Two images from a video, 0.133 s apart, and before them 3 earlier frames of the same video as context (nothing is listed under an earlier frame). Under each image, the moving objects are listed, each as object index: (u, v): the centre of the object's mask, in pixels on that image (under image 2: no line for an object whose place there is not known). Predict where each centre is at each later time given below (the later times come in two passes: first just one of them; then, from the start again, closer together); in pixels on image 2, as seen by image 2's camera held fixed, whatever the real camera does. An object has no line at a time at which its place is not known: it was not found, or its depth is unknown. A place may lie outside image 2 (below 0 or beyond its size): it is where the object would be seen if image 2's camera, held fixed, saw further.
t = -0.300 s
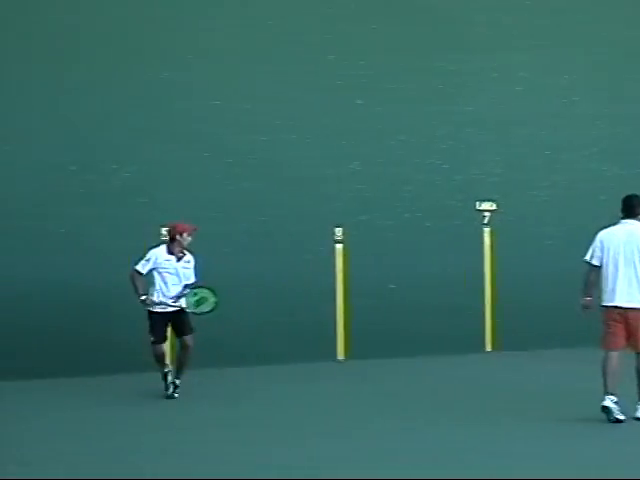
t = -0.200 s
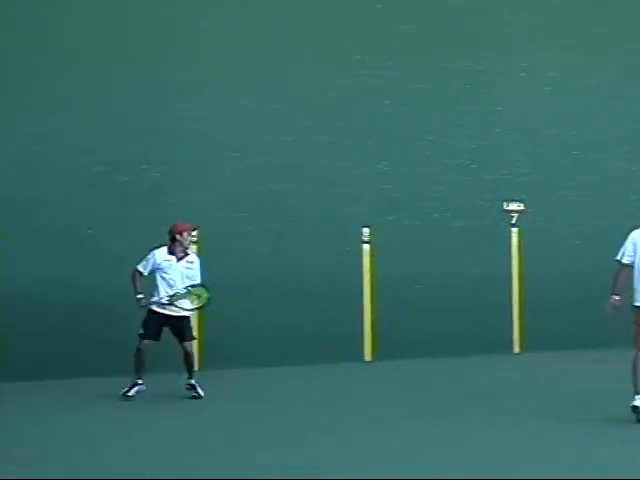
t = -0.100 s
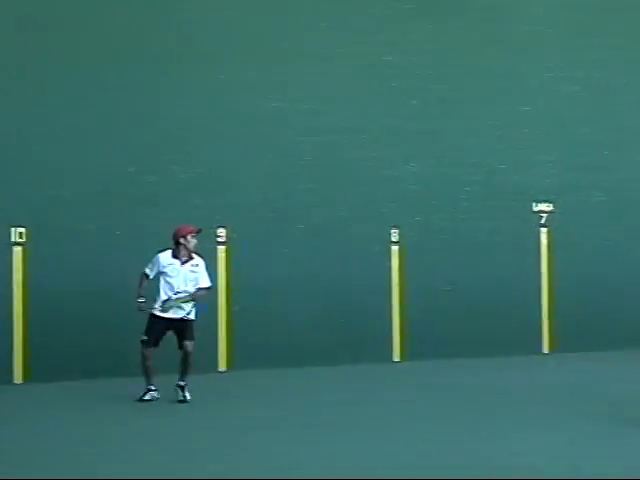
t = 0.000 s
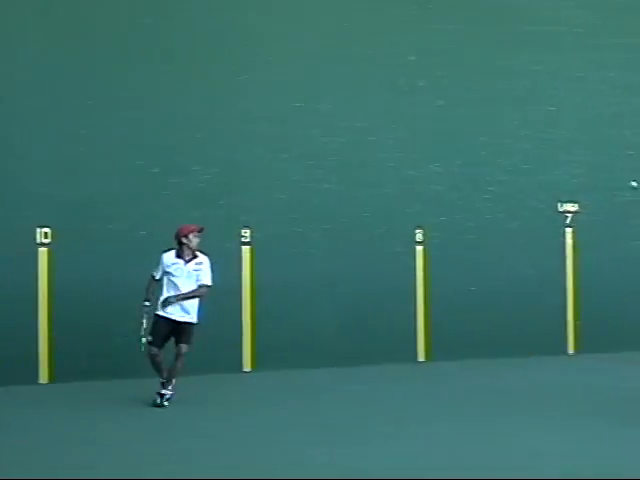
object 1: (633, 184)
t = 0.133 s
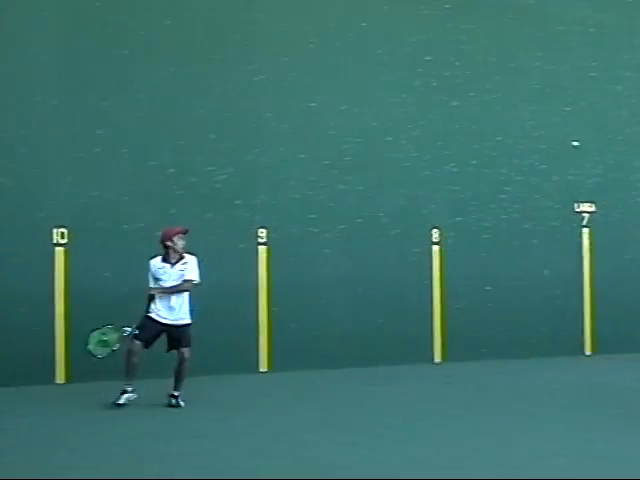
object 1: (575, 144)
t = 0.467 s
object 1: (370, 120)
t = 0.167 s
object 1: (556, 135)
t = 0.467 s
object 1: (370, 120)
